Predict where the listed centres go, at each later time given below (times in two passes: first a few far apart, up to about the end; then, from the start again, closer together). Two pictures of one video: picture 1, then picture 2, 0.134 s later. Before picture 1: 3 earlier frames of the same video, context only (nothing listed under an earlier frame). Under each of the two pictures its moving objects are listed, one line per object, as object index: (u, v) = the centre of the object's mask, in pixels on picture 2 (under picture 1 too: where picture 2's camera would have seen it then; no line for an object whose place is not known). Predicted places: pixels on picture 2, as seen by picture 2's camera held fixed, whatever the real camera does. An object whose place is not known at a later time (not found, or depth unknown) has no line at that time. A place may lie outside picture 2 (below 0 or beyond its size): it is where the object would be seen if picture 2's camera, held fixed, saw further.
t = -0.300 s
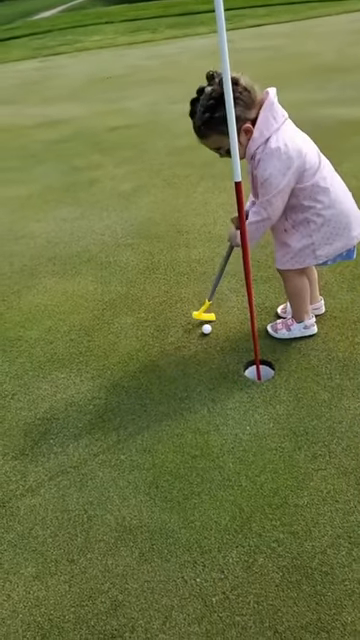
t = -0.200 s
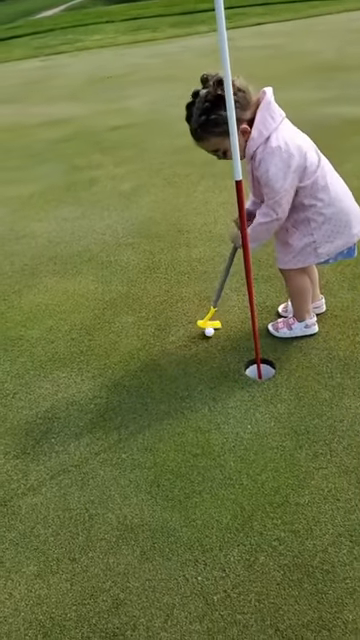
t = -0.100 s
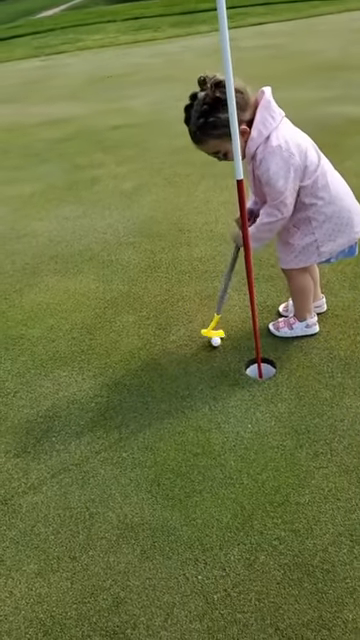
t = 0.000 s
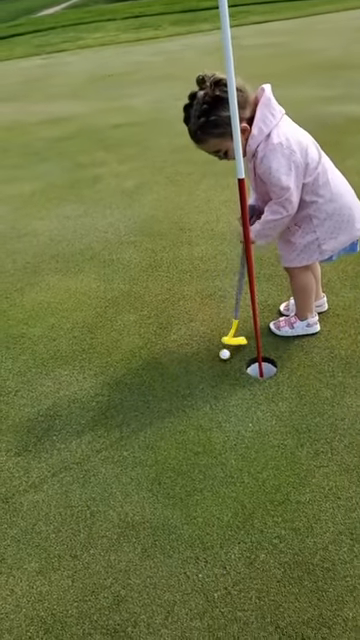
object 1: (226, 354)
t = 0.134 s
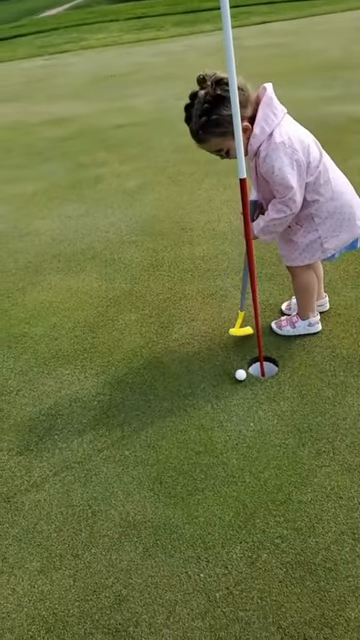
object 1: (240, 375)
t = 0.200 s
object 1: (247, 383)
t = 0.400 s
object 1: (266, 405)
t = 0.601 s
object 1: (288, 422)
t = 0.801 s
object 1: (309, 433)
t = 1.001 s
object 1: (328, 441)
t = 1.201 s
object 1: (343, 443)
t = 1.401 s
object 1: (356, 443)
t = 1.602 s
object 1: (362, 441)
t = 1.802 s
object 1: (365, 439)
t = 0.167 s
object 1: (243, 379)
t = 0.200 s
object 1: (247, 383)
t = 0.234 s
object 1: (250, 387)
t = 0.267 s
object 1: (253, 391)
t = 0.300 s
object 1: (256, 394)
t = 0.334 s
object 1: (259, 398)
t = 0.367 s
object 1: (263, 402)
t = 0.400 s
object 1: (266, 405)
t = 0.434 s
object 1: (270, 408)
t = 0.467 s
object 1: (273, 411)
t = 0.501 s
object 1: (277, 414)
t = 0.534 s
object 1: (281, 417)
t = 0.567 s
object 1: (285, 420)
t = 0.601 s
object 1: (288, 422)
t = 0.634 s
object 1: (292, 424)
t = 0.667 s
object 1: (296, 426)
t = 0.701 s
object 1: (299, 428)
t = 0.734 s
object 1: (303, 430)
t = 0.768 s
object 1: (306, 432)
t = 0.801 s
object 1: (309, 433)
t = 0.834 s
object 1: (313, 435)
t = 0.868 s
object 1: (316, 436)
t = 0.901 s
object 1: (319, 437)
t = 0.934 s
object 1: (323, 439)
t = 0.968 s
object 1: (326, 440)
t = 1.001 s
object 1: (328, 441)
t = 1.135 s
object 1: (339, 443)
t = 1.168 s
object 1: (341, 443)
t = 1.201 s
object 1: (343, 443)
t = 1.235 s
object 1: (345, 443)
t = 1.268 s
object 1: (347, 443)
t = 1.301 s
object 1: (350, 443)
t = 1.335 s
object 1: (352, 443)
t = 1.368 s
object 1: (354, 443)
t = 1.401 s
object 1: (356, 443)
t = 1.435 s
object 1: (357, 443)
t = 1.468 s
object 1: (360, 443)
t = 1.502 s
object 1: (361, 443)
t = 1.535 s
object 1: (361, 442)
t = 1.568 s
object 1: (361, 442)
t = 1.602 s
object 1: (362, 441)
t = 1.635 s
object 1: (362, 441)
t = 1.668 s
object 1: (362, 440)
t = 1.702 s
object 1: (363, 440)
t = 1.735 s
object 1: (363, 440)
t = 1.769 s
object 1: (364, 439)
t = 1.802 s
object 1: (365, 439)
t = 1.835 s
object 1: (365, 439)
